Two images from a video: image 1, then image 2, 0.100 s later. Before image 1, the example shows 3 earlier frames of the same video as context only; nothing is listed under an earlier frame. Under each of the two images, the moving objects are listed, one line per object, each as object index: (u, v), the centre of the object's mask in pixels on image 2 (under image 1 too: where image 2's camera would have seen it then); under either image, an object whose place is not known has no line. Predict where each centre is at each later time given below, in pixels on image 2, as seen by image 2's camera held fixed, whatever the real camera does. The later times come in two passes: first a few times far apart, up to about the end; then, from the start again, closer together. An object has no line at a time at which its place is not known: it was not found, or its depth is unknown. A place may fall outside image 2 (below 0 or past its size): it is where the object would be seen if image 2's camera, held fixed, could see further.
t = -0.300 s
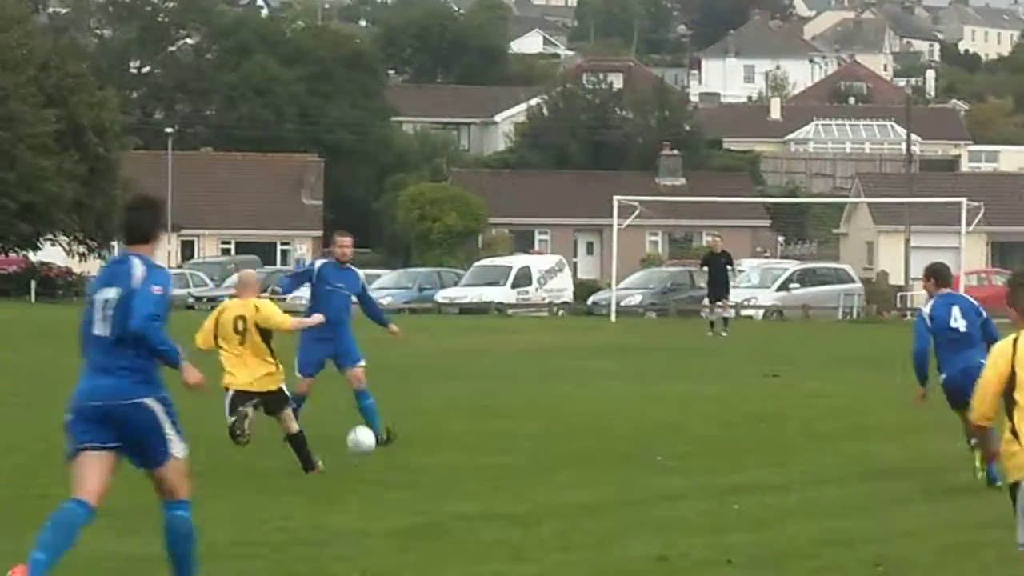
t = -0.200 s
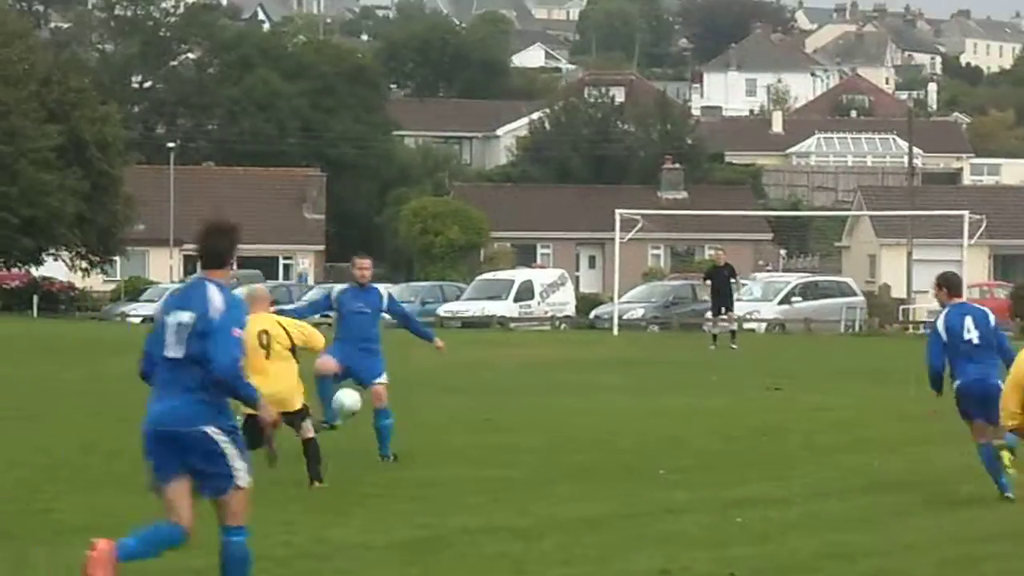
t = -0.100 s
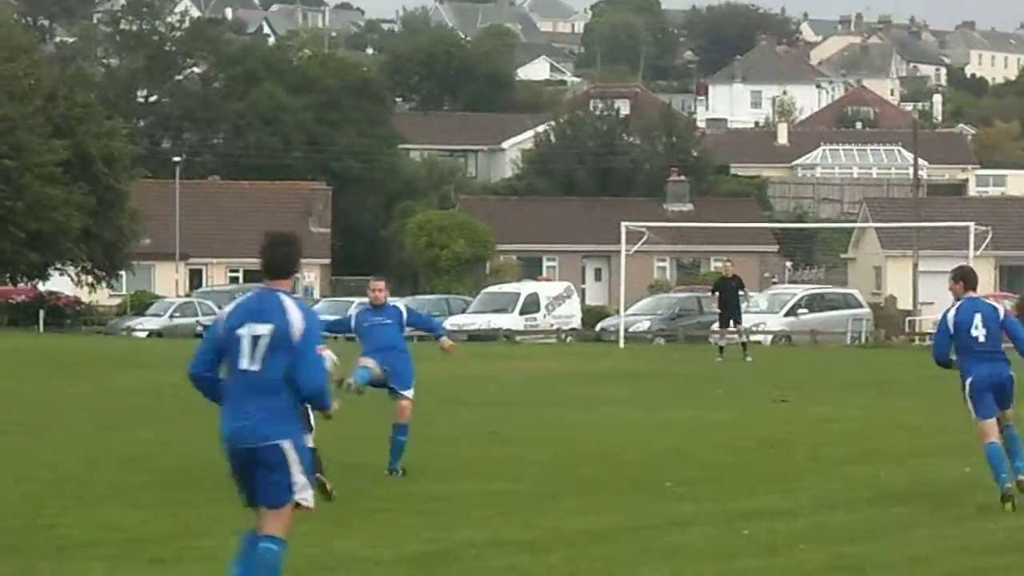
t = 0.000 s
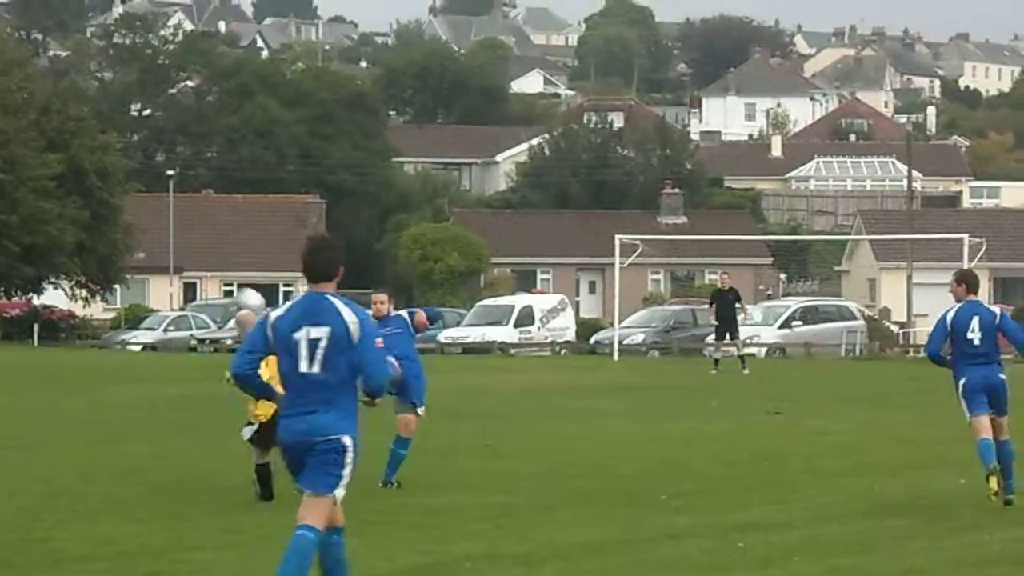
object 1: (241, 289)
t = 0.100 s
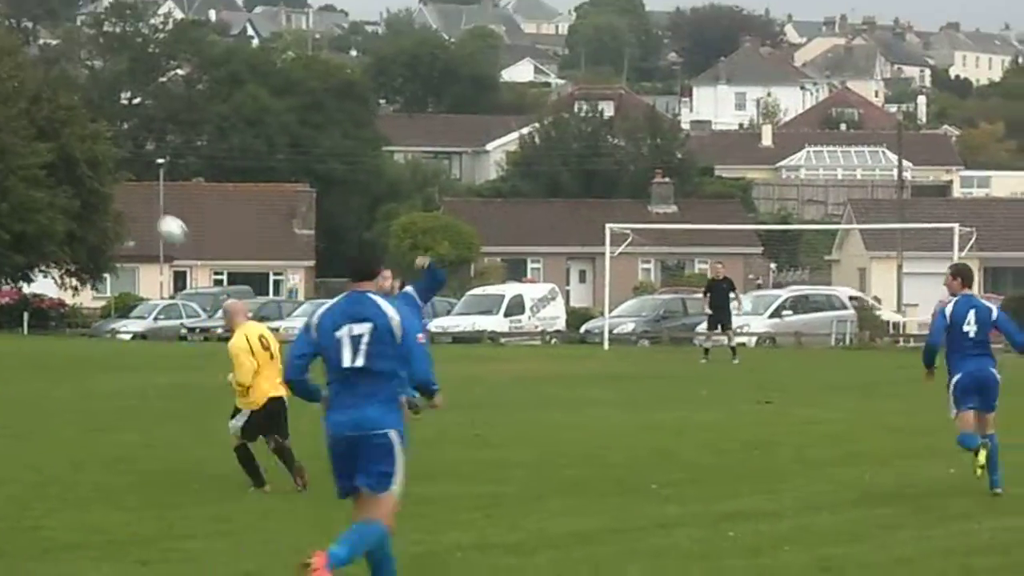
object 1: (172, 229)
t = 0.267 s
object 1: (66, 163)
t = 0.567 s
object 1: (-115, 134)
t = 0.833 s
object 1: (-265, 193)
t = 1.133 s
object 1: (-425, 359)
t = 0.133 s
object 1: (151, 213)
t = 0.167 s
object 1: (129, 199)
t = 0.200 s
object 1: (108, 187)
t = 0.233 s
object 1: (87, 175)
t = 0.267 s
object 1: (66, 163)
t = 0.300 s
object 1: (46, 154)
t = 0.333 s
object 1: (26, 147)
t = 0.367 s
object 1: (6, 141)
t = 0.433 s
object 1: (-34, 134)
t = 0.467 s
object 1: (-55, 131)
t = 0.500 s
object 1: (-74, 130)
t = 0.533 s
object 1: (-95, 131)
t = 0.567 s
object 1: (-115, 134)
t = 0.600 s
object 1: (-135, 137)
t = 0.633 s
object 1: (-154, 140)
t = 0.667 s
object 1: (-175, 145)
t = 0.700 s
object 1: (-194, 152)
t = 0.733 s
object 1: (-213, 161)
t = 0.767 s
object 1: (-231, 172)
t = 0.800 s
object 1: (-247, 181)
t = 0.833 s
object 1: (-265, 193)
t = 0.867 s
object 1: (-284, 206)
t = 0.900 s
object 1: (-302, 221)
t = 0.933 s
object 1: (-321, 237)
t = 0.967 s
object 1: (-338, 255)
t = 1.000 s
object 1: (-355, 274)
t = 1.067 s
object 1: (-390, 313)
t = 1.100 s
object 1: (-407, 335)
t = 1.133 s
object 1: (-425, 359)
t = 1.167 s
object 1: (-442, 385)
